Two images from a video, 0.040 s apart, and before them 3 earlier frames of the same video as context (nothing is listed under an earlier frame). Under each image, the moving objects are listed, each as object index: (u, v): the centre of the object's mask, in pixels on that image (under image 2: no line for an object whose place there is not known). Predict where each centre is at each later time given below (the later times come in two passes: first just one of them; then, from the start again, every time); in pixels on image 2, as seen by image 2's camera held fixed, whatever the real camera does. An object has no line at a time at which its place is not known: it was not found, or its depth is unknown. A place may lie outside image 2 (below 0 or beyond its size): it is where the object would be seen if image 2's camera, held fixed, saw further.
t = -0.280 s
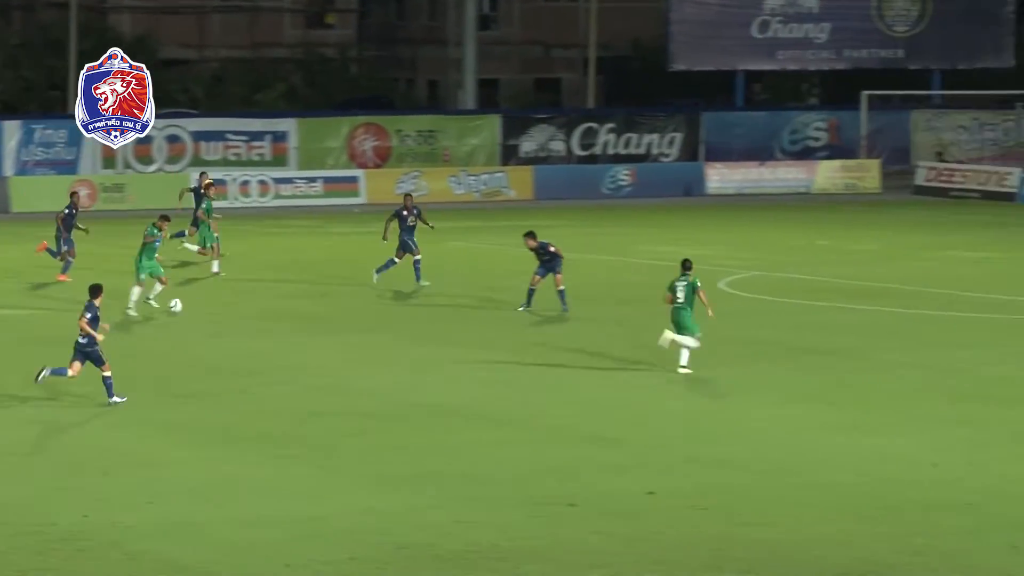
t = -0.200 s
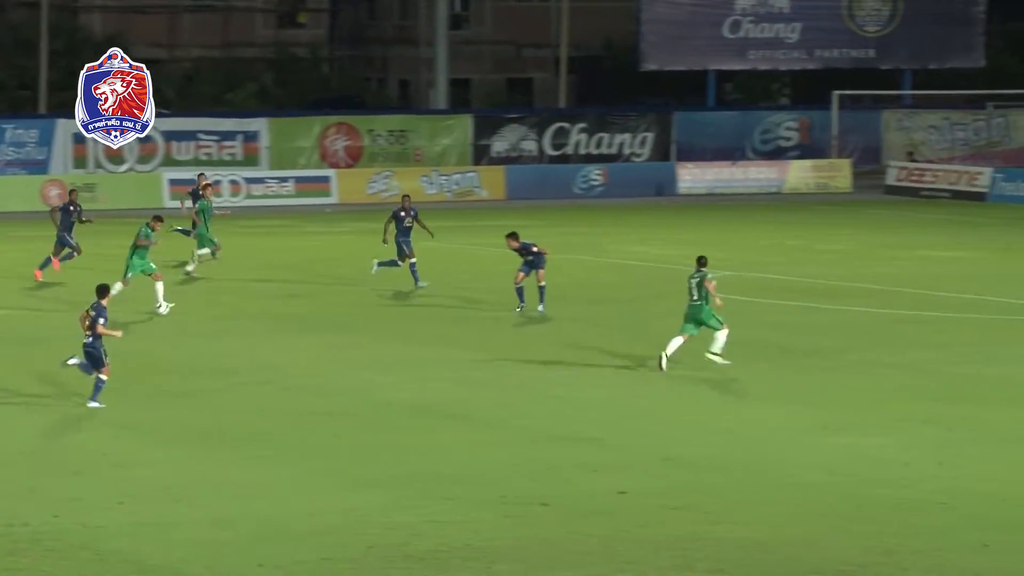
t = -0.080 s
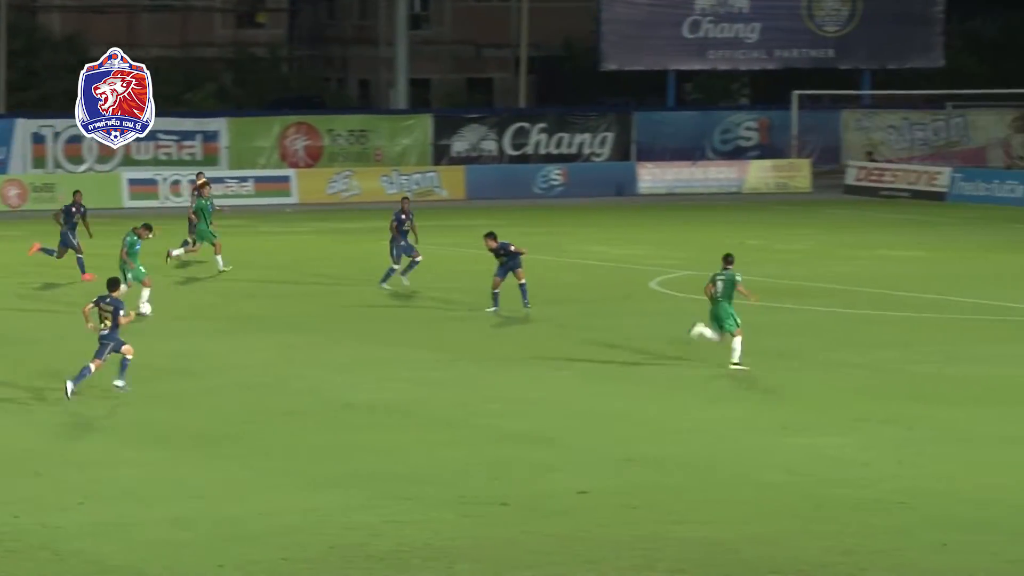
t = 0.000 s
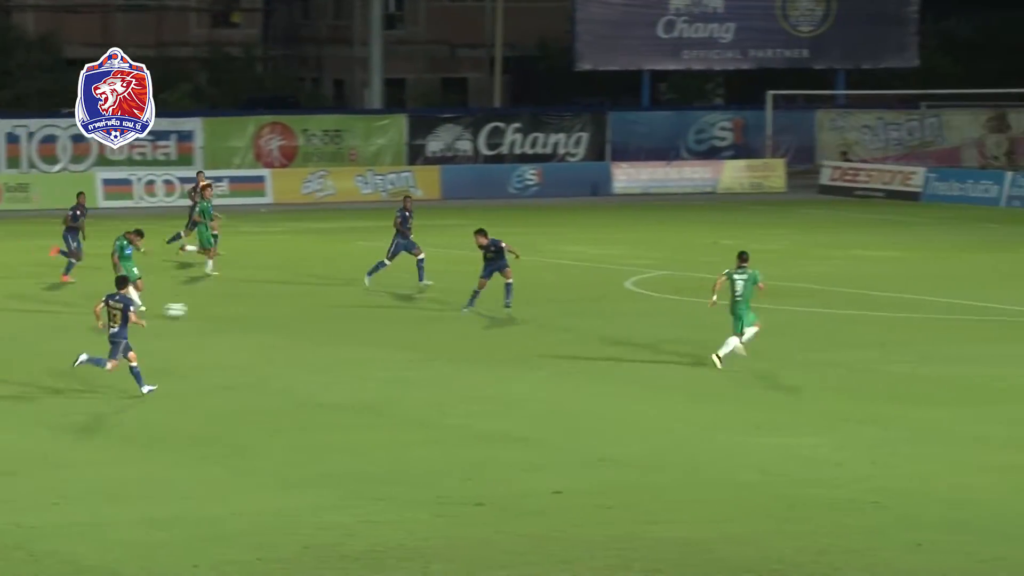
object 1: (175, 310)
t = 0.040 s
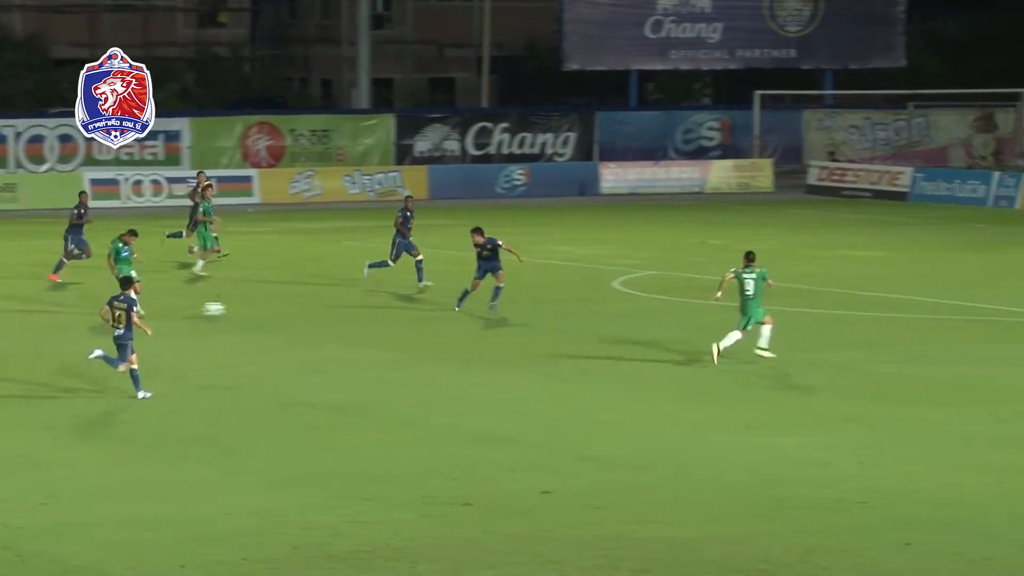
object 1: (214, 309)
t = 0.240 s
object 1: (454, 314)
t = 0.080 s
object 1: (263, 309)
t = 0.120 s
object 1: (313, 310)
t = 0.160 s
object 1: (361, 314)
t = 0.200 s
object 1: (409, 315)
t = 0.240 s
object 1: (454, 314)
